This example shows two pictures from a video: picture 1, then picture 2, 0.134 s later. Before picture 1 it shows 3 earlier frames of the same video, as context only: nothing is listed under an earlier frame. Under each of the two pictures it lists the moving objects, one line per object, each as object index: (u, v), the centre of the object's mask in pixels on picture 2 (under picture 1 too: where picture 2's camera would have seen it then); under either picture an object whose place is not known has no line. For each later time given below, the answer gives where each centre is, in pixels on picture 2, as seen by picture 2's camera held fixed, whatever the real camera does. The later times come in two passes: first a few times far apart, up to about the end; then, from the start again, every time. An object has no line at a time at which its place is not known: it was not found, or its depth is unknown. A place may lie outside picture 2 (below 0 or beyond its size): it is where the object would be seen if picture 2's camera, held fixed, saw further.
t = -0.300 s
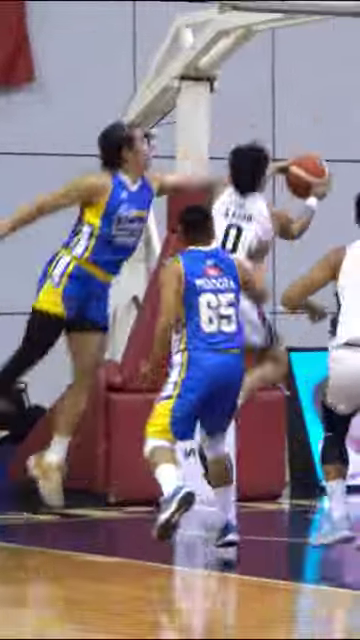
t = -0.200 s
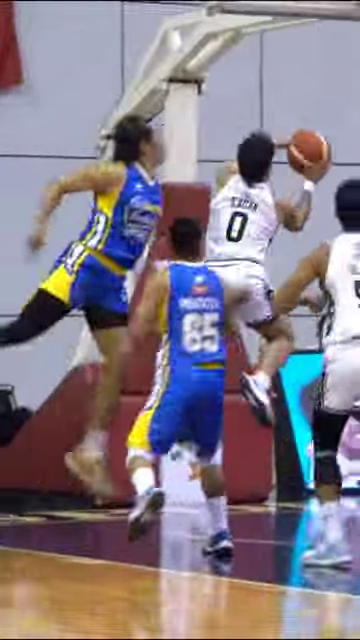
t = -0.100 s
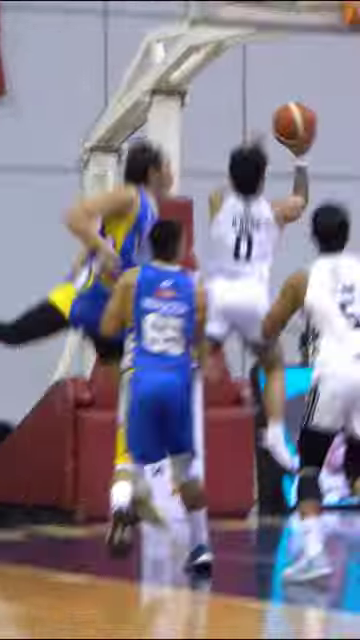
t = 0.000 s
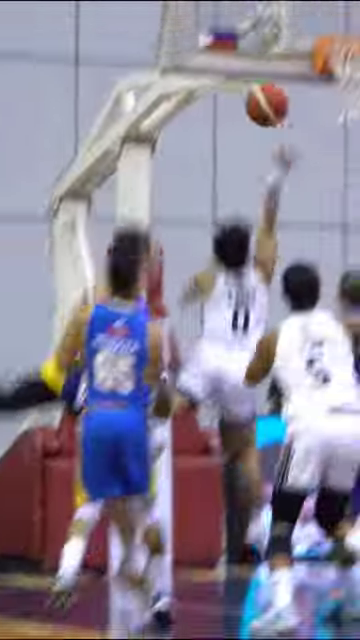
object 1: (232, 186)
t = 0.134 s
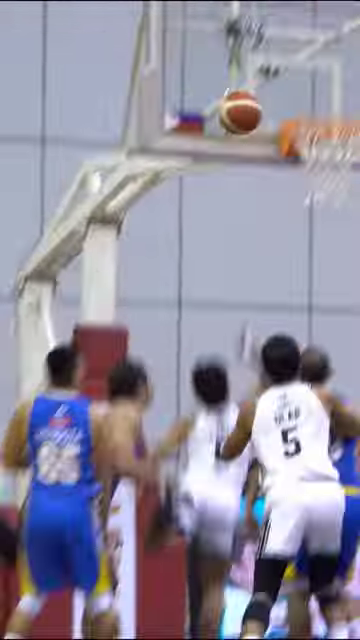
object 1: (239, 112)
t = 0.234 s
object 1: (244, 79)
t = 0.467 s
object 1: (289, 79)
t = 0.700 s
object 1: (329, 84)
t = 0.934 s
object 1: (355, 96)
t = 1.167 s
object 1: (363, 100)
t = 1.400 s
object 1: (351, 102)
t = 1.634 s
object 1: (324, 104)
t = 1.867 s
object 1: (304, 144)
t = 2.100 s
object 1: (320, 209)
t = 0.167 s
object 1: (241, 98)
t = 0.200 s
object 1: (243, 88)
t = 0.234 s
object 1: (244, 79)
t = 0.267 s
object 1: (247, 72)
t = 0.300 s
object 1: (250, 69)
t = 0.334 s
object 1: (257, 67)
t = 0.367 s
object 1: (264, 67)
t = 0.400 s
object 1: (272, 69)
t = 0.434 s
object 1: (281, 72)
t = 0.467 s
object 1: (289, 79)
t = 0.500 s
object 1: (297, 87)
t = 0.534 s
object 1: (305, 96)
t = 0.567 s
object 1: (309, 93)
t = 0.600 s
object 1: (314, 88)
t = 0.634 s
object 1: (319, 85)
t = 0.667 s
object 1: (325, 84)
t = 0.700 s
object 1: (329, 84)
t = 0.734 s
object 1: (334, 87)
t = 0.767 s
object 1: (337, 91)
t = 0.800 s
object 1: (343, 97)
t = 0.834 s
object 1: (347, 96)
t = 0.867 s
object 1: (349, 94)
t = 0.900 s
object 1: (352, 94)
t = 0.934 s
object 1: (355, 96)
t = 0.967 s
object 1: (358, 98)
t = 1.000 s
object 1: (359, 97)
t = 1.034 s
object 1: (360, 97)
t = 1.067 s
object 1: (361, 99)
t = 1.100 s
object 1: (362, 99)
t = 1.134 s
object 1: (362, 99)
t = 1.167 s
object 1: (363, 100)
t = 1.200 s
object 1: (362, 100)
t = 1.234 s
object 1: (361, 100)
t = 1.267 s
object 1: (360, 101)
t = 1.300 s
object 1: (358, 101)
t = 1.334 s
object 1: (356, 101)
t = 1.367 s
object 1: (354, 101)
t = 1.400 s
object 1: (351, 102)
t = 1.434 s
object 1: (348, 102)
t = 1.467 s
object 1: (344, 101)
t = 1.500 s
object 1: (340, 102)
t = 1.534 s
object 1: (336, 102)
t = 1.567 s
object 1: (333, 102)
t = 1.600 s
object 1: (328, 103)
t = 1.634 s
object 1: (324, 104)
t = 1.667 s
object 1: (323, 105)
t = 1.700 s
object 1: (318, 107)
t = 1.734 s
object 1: (316, 107)
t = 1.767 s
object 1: (314, 109)
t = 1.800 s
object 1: (310, 130)
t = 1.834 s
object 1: (308, 143)
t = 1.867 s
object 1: (304, 144)
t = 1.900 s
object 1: (305, 149)
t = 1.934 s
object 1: (304, 155)
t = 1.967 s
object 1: (306, 159)
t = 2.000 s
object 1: (312, 177)
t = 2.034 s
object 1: (314, 183)
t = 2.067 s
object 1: (317, 199)
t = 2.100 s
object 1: (320, 209)
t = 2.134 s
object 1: (323, 223)
